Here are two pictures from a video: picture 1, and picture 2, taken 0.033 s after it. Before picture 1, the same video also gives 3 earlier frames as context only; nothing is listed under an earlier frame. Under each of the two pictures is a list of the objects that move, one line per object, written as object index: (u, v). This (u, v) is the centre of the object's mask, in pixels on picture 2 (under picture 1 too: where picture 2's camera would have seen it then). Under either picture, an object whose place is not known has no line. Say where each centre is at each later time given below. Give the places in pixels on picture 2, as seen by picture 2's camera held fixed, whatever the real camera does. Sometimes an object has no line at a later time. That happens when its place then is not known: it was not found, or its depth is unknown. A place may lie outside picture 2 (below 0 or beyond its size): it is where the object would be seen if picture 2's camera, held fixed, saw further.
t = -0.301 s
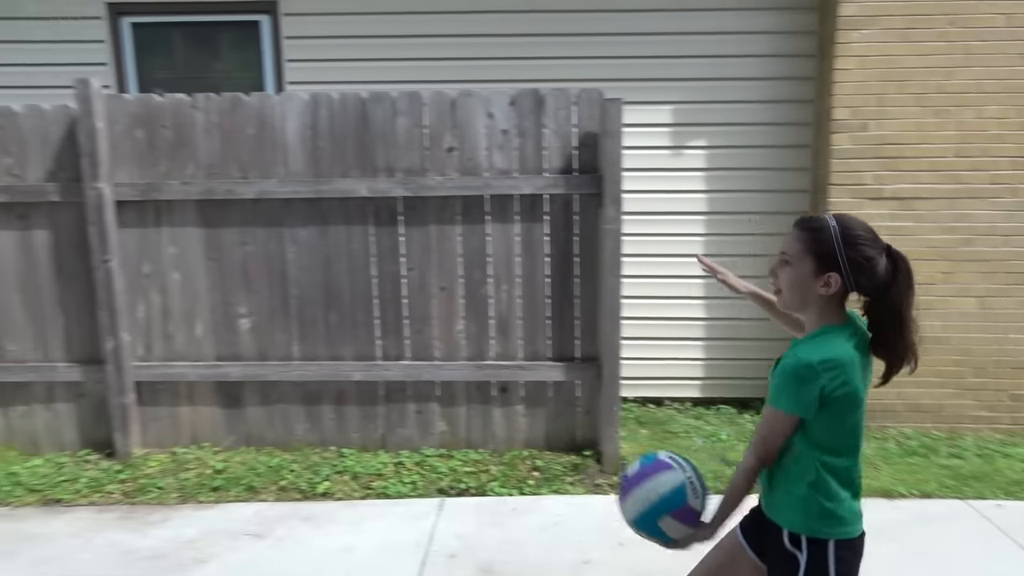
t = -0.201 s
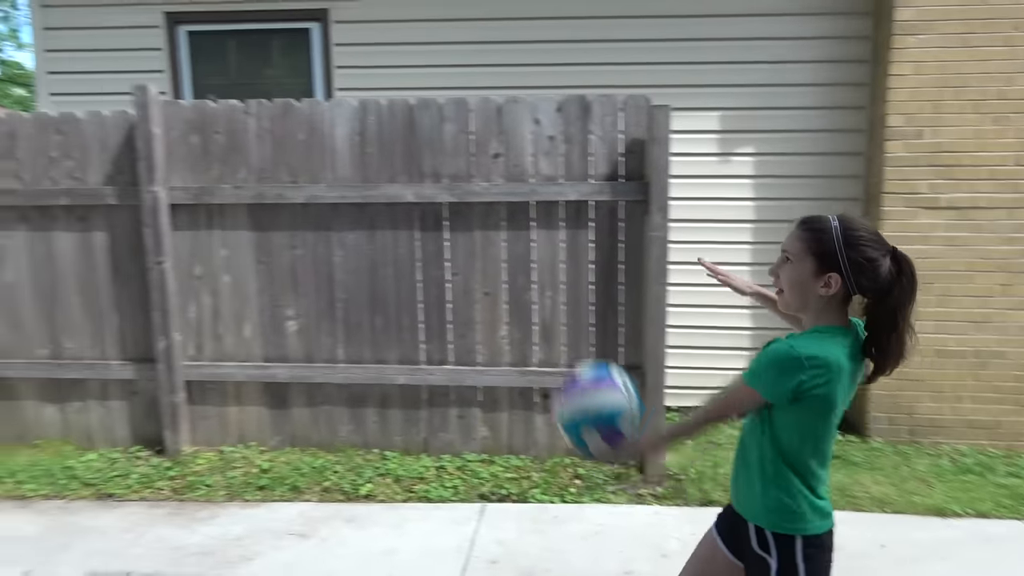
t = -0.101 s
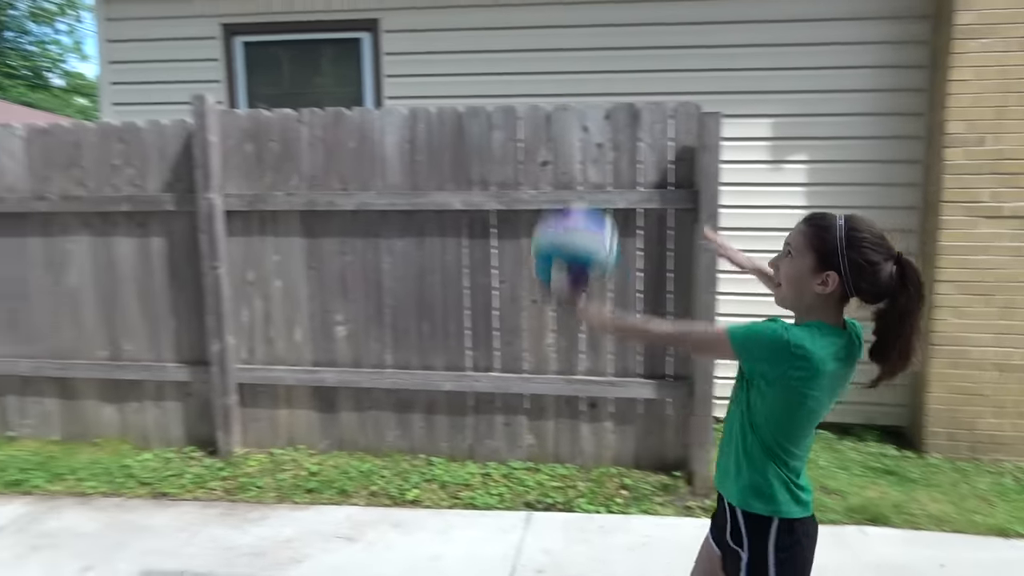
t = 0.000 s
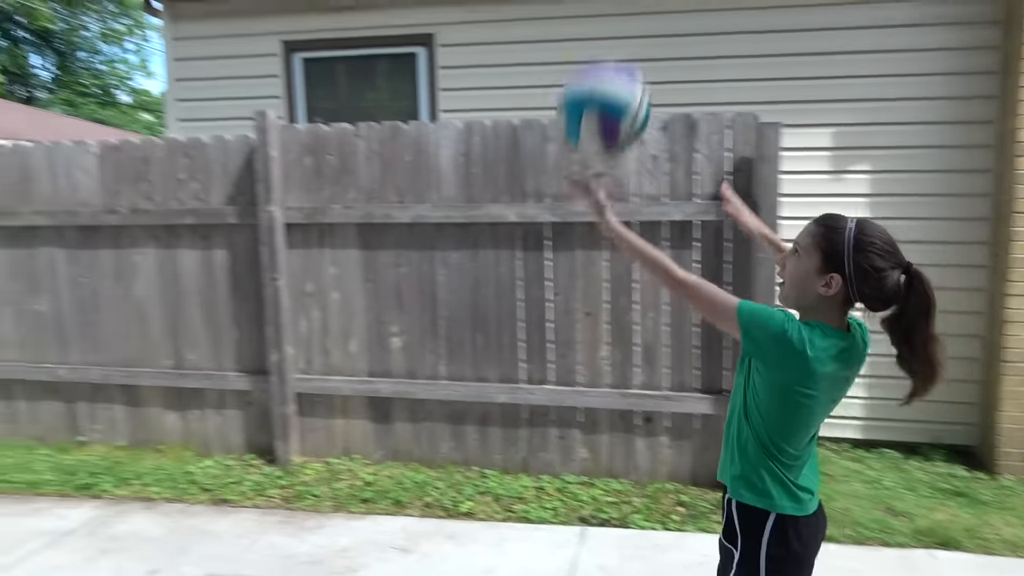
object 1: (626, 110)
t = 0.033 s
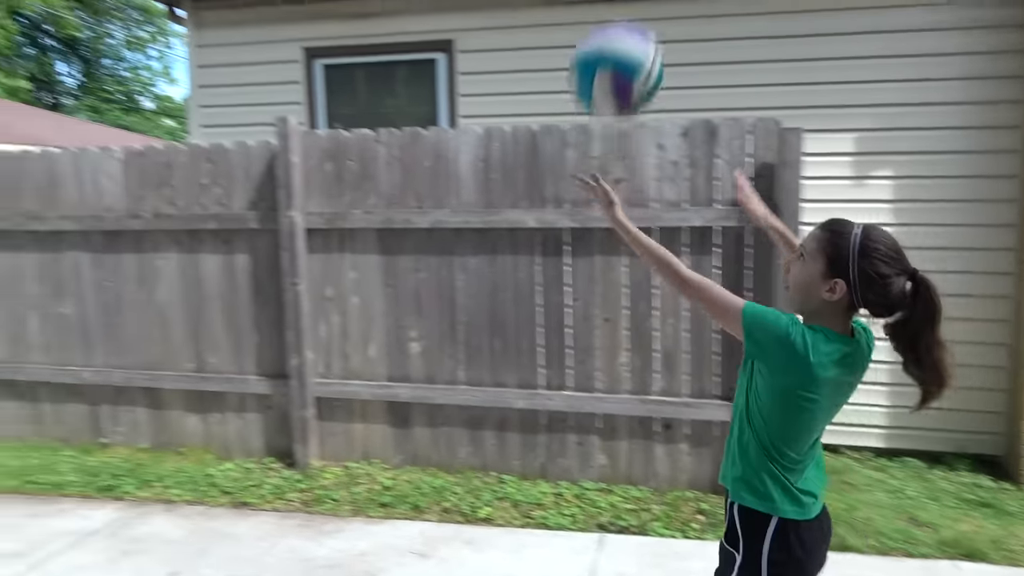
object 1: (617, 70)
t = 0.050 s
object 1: (613, 48)
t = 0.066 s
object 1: (608, 34)
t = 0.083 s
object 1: (604, 23)
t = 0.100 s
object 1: (600, 13)
